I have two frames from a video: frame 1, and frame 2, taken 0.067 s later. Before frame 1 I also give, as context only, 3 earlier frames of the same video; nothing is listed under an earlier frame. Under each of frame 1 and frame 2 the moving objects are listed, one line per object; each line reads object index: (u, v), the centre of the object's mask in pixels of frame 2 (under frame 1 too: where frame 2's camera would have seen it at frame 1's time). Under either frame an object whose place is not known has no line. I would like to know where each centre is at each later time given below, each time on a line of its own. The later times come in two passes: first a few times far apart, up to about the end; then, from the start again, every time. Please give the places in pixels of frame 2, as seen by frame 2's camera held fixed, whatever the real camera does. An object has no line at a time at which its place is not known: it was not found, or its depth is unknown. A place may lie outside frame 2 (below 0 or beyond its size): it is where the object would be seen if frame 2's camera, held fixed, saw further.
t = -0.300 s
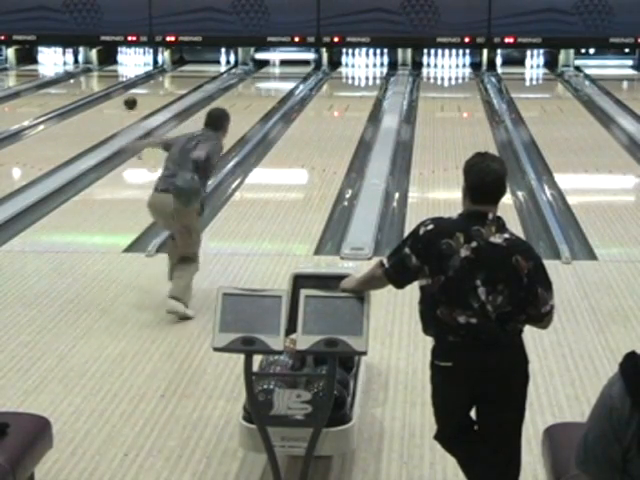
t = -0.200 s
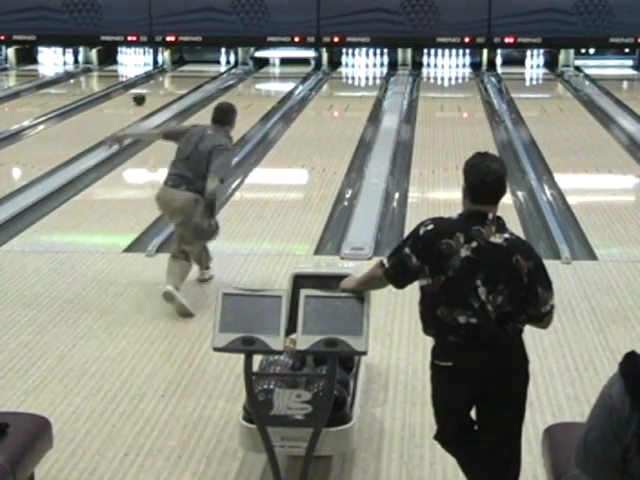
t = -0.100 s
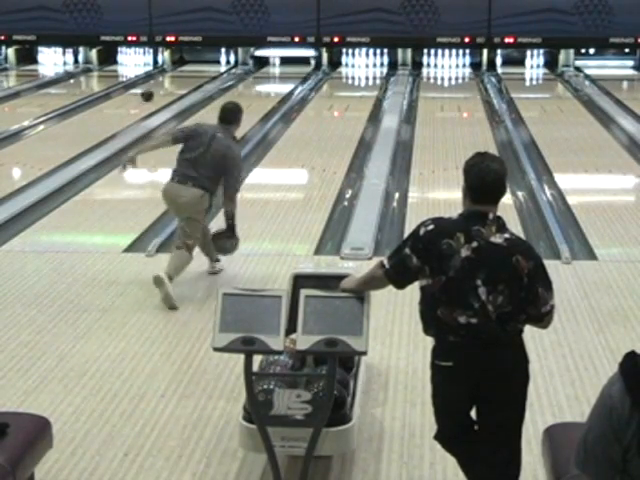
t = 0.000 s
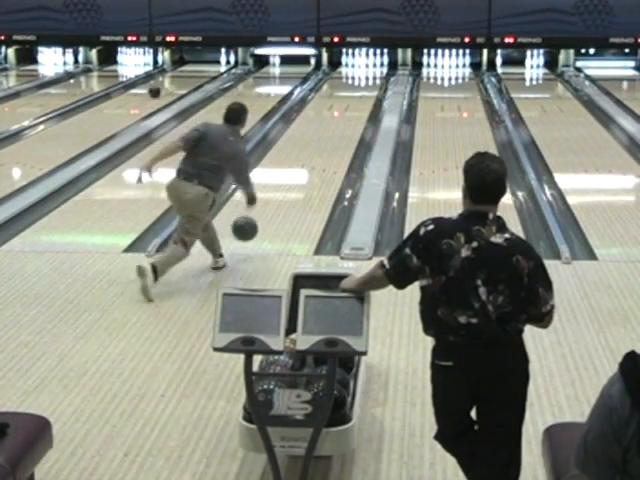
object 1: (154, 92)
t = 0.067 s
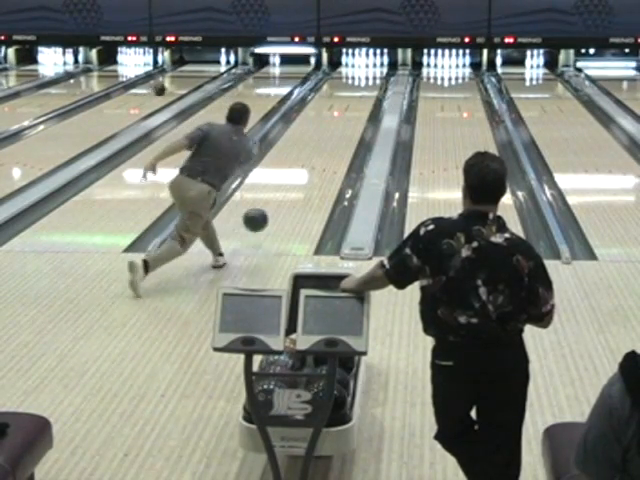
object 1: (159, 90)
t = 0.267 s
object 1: (172, 84)
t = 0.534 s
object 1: (185, 76)
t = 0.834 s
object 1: (194, 70)
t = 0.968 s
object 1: (198, 67)
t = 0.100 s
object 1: (161, 89)
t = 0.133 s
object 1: (163, 87)
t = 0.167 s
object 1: (166, 86)
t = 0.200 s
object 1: (168, 85)
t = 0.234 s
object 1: (170, 85)
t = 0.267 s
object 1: (172, 84)
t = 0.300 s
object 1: (174, 83)
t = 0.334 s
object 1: (176, 82)
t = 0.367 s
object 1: (177, 80)
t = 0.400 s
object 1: (179, 79)
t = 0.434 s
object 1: (181, 78)
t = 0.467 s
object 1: (182, 77)
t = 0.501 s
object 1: (183, 76)
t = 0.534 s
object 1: (185, 76)
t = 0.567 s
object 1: (186, 75)
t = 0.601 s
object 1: (187, 75)
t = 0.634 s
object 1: (189, 74)
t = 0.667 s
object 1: (190, 73)
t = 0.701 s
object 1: (191, 72)
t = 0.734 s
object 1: (192, 71)
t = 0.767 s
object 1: (193, 71)
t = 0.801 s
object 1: (194, 70)
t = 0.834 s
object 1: (194, 70)
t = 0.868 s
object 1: (195, 69)
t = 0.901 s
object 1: (196, 69)
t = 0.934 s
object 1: (197, 68)
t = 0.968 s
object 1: (198, 67)
